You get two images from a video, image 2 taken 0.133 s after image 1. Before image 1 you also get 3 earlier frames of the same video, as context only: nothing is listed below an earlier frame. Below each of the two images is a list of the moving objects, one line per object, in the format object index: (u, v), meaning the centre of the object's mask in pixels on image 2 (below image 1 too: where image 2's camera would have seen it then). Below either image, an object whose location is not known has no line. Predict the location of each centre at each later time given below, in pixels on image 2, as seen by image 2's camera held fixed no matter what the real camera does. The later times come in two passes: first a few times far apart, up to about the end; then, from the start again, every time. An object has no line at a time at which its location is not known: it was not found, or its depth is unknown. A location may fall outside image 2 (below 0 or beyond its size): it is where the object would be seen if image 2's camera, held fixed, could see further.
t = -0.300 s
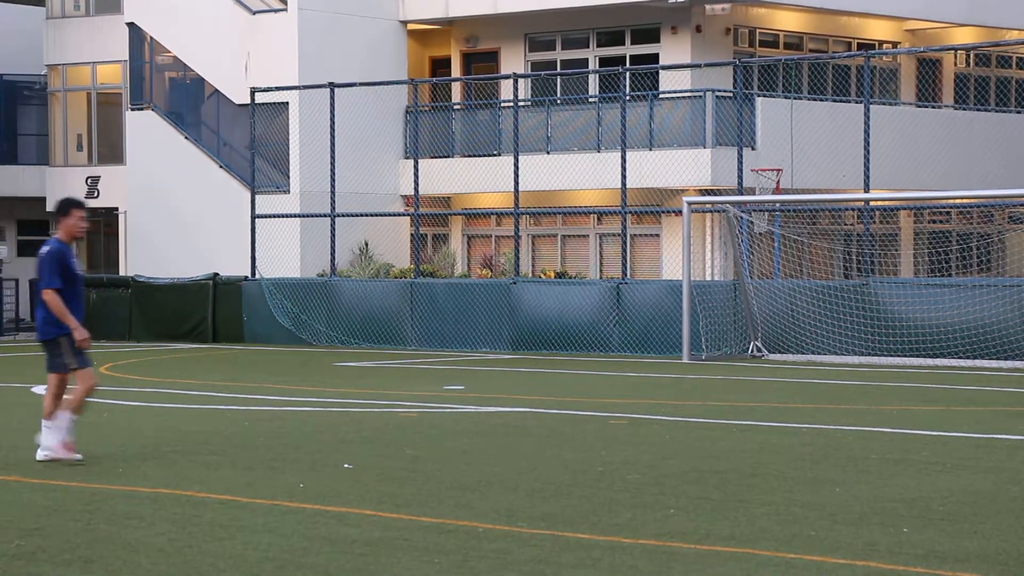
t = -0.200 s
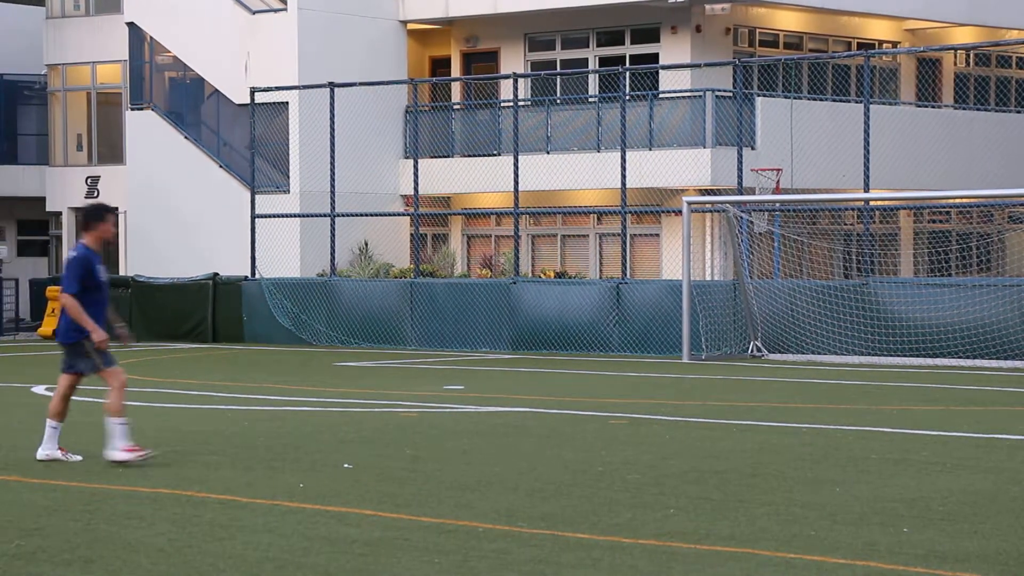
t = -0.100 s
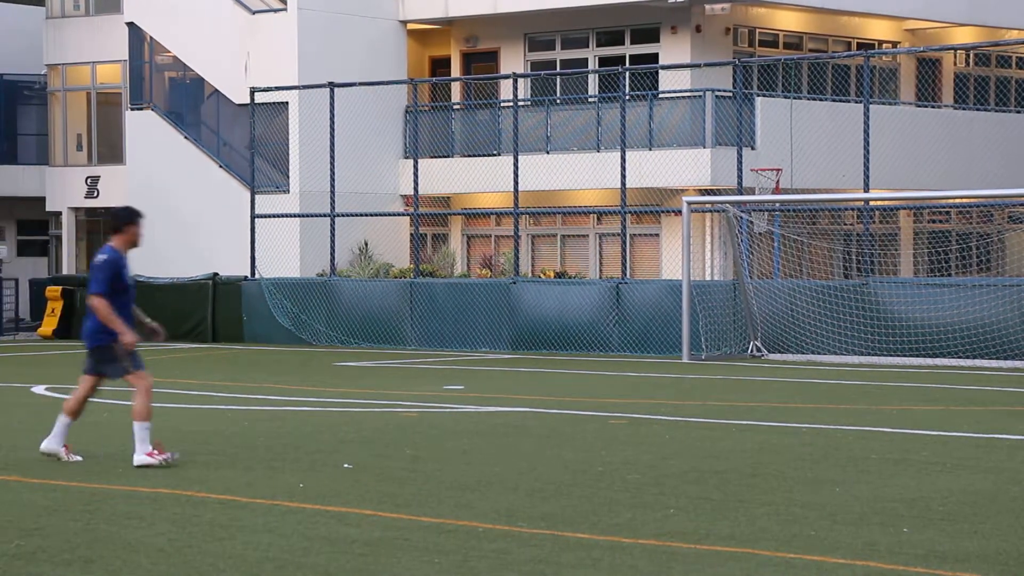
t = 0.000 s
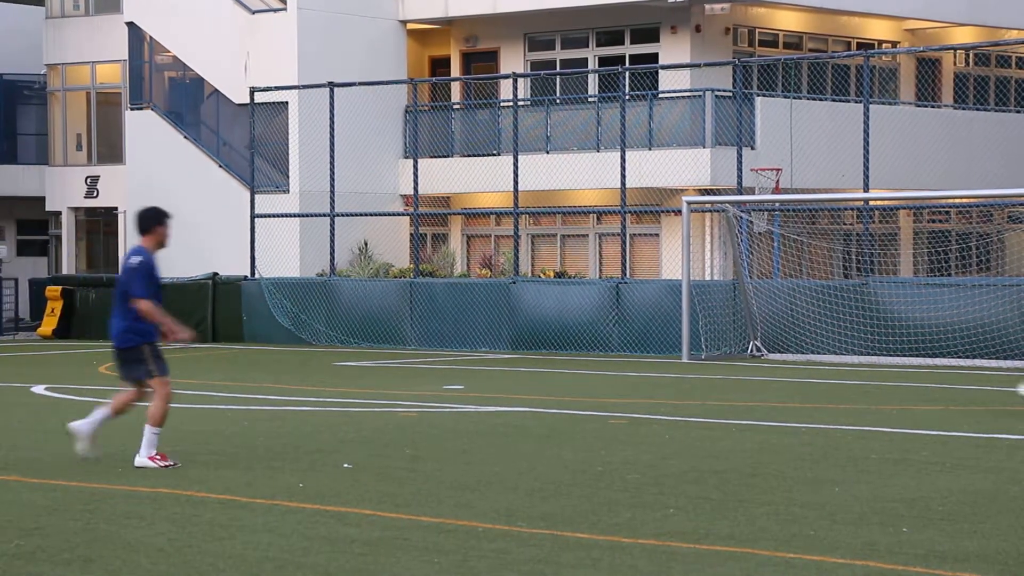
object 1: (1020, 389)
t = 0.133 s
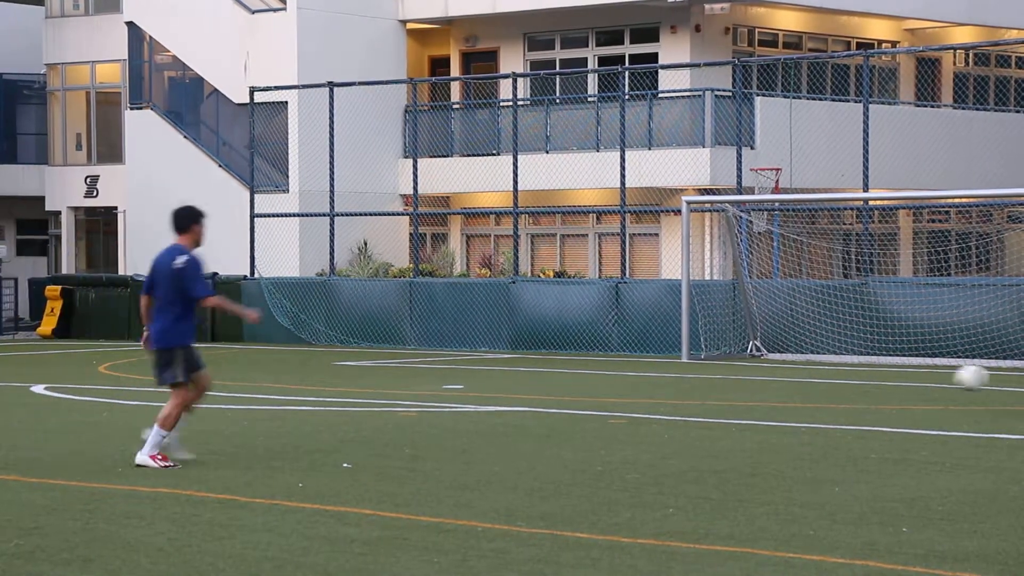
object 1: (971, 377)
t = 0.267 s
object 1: (906, 384)
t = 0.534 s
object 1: (790, 404)
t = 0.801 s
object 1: (700, 432)
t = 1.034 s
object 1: (624, 430)
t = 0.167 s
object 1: (956, 377)
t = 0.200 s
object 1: (939, 378)
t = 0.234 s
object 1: (922, 380)
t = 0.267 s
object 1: (906, 384)
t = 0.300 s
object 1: (889, 389)
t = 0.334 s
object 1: (872, 395)
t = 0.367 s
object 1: (856, 404)
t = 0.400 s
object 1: (839, 412)
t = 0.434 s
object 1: (823, 417)
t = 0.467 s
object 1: (812, 412)
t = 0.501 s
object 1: (801, 407)
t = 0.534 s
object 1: (790, 404)
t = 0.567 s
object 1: (779, 402)
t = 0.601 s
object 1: (769, 402)
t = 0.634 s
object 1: (758, 403)
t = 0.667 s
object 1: (747, 406)
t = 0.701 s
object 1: (735, 409)
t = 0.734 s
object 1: (723, 416)
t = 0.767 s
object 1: (711, 424)
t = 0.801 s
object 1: (700, 432)
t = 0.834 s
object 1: (688, 429)
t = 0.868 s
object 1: (678, 424)
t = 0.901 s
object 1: (667, 423)
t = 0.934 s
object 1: (657, 422)
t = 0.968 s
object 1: (646, 423)
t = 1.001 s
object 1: (635, 426)
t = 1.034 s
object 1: (624, 430)
